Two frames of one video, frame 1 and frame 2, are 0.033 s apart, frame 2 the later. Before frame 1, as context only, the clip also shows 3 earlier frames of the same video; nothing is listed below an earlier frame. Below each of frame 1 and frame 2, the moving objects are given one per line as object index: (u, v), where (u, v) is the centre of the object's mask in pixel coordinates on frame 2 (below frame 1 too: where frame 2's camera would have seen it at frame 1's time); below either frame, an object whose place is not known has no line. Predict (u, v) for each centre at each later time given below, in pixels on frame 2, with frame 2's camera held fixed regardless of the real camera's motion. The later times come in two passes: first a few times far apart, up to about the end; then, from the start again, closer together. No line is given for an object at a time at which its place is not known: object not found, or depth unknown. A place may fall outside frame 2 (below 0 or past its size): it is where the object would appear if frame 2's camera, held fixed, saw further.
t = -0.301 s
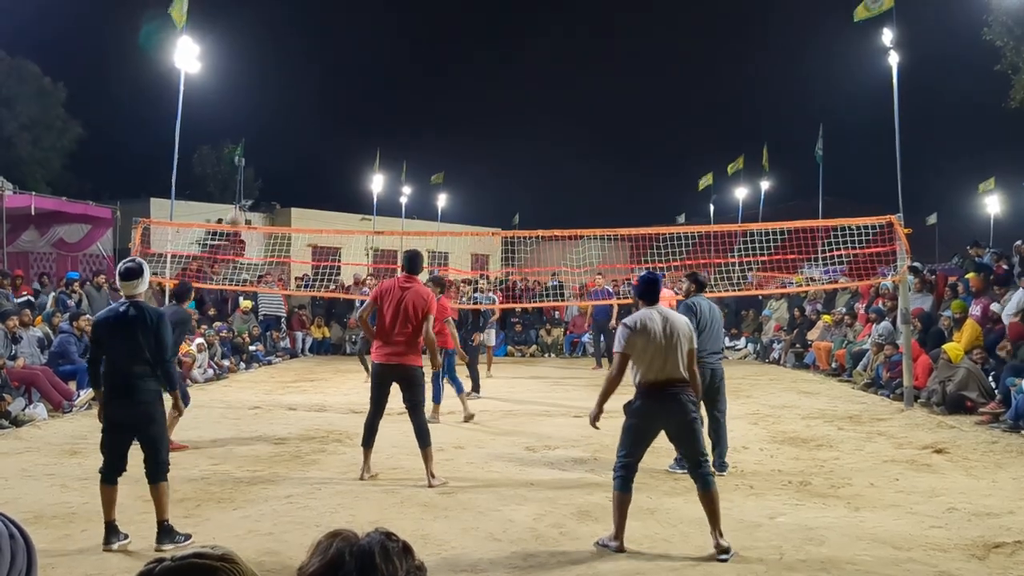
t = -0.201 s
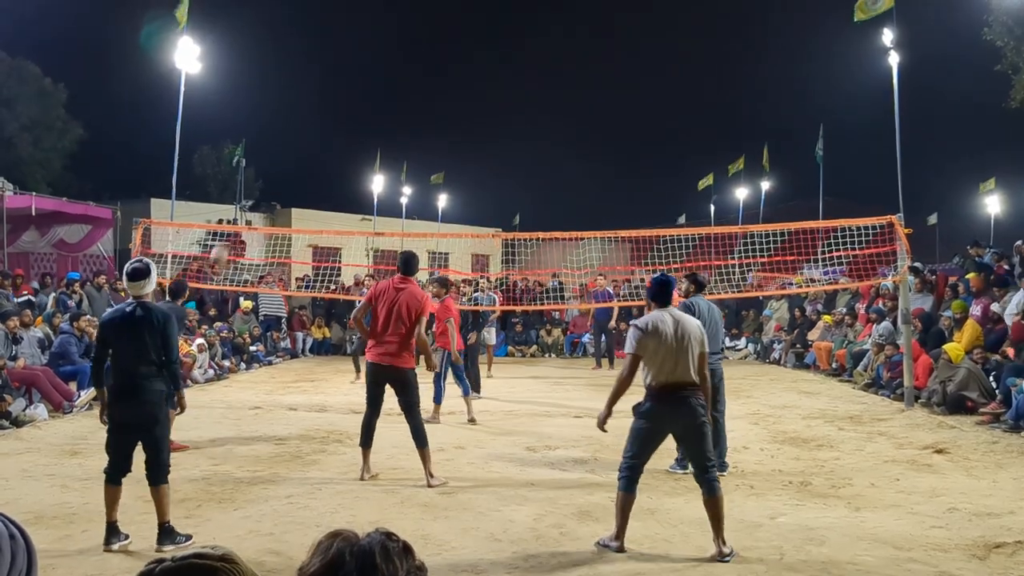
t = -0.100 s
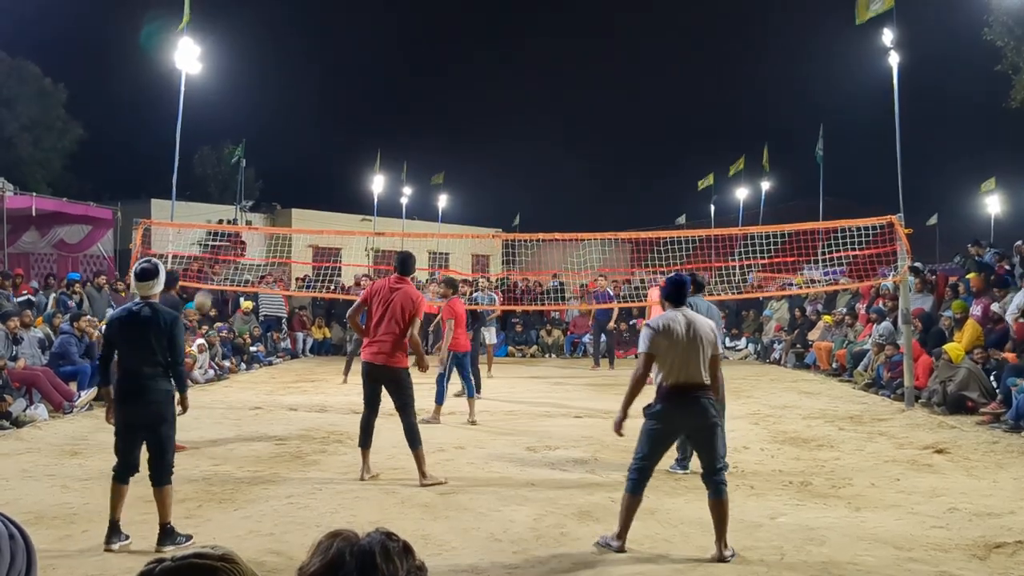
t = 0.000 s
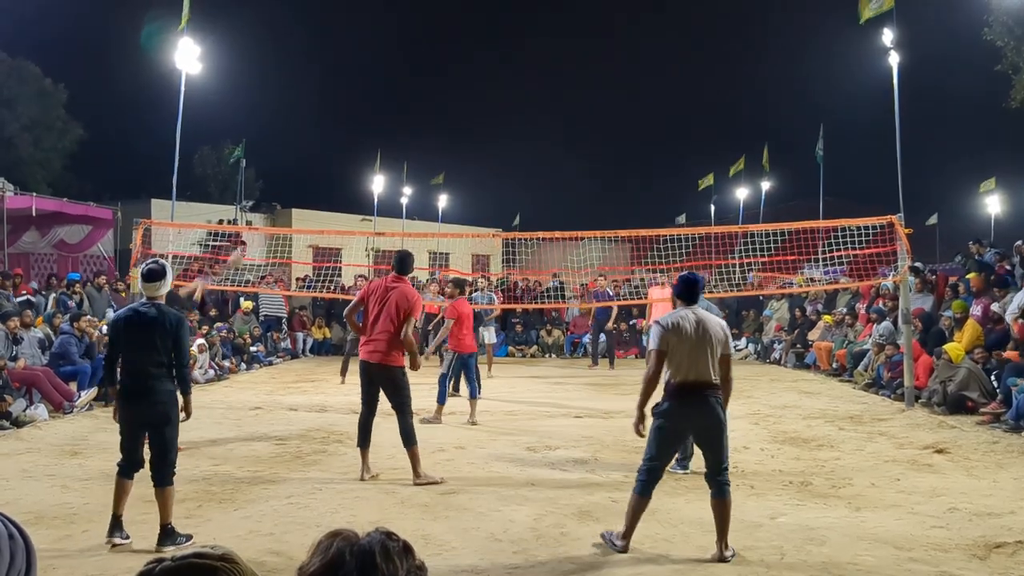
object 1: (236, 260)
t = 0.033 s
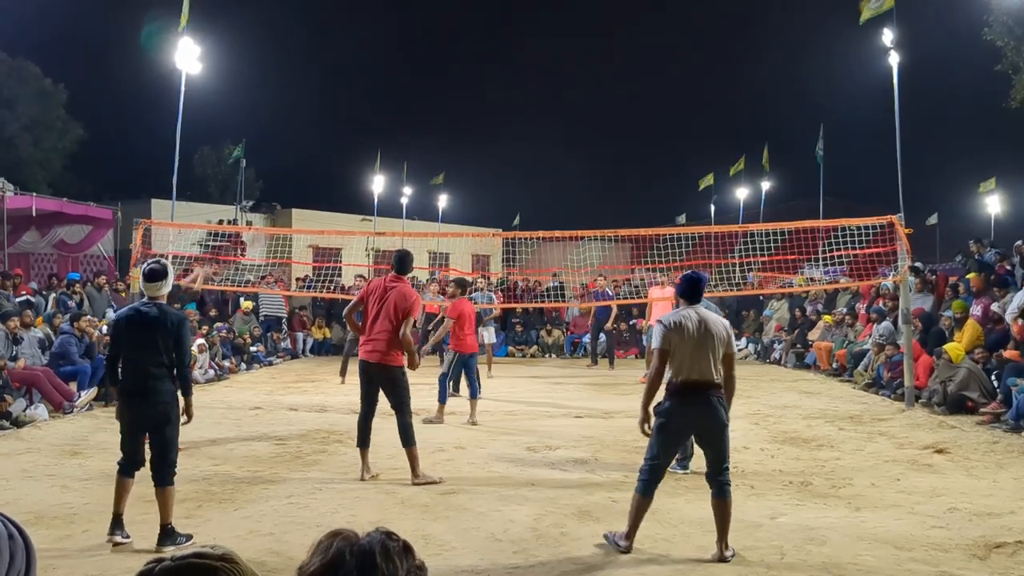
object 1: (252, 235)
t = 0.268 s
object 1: (357, 127)
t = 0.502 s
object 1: (440, 80)
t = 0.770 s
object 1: (516, 80)
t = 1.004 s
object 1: (570, 116)
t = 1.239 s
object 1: (615, 177)
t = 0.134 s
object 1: (302, 181)
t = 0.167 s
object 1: (316, 165)
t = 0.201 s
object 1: (330, 151)
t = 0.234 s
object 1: (345, 137)
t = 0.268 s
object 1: (357, 127)
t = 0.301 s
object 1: (371, 116)
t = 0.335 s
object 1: (383, 107)
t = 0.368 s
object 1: (395, 100)
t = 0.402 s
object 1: (407, 94)
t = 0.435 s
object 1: (418, 88)
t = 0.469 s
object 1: (429, 83)
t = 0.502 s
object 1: (440, 80)
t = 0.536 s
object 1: (450, 77)
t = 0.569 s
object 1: (460, 74)
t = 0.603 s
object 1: (471, 74)
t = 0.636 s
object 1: (480, 73)
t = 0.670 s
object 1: (489, 74)
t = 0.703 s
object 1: (499, 75)
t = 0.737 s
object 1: (508, 77)
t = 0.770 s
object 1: (516, 80)
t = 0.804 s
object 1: (525, 84)
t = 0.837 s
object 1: (533, 87)
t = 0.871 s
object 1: (540, 92)
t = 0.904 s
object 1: (548, 97)
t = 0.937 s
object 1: (556, 103)
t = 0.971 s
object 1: (563, 109)
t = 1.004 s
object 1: (570, 116)
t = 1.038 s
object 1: (577, 123)
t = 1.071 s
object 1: (584, 132)
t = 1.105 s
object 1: (590, 140)
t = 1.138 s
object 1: (597, 148)
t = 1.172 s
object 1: (603, 158)
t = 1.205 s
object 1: (609, 167)
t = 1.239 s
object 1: (615, 177)
